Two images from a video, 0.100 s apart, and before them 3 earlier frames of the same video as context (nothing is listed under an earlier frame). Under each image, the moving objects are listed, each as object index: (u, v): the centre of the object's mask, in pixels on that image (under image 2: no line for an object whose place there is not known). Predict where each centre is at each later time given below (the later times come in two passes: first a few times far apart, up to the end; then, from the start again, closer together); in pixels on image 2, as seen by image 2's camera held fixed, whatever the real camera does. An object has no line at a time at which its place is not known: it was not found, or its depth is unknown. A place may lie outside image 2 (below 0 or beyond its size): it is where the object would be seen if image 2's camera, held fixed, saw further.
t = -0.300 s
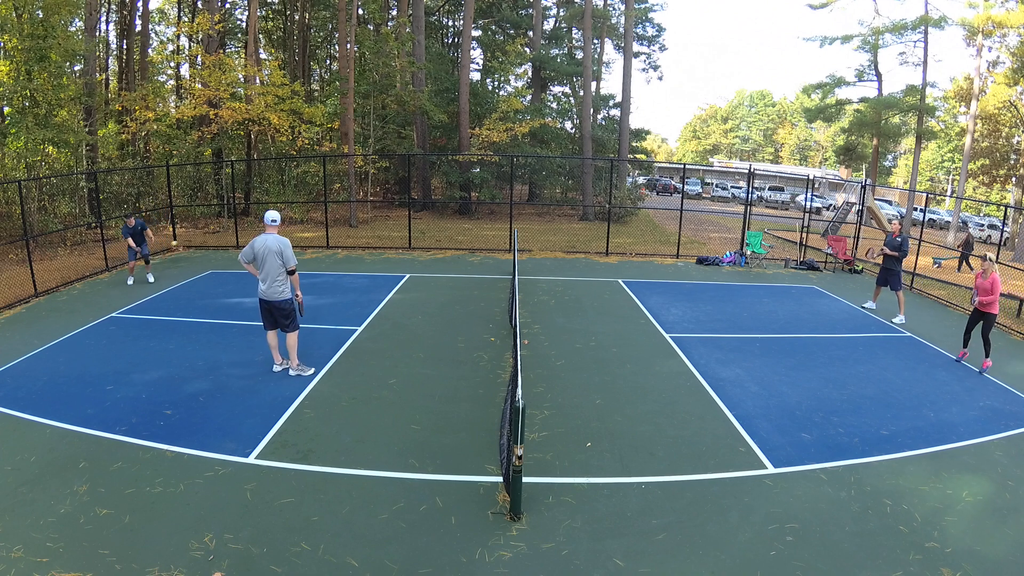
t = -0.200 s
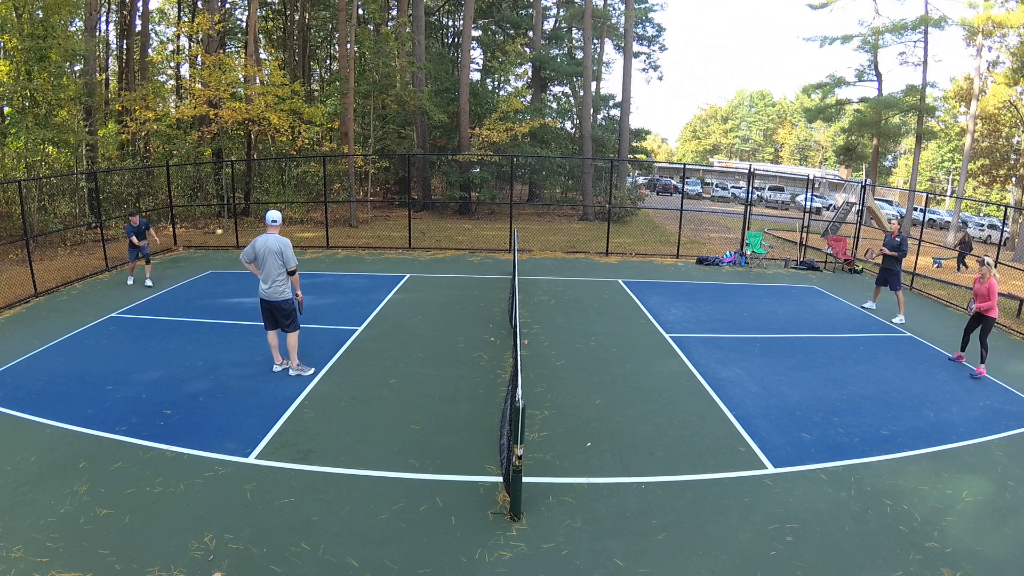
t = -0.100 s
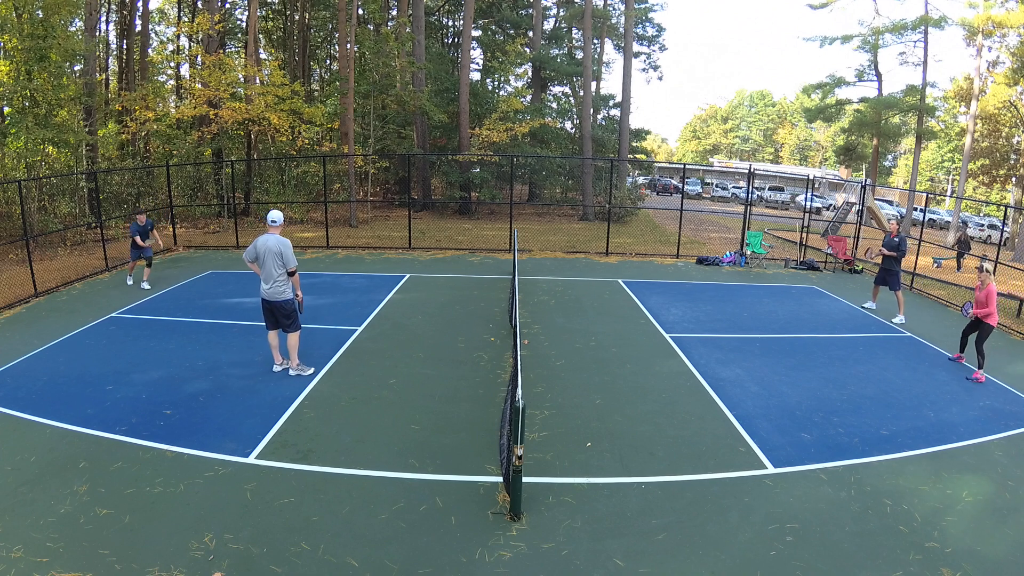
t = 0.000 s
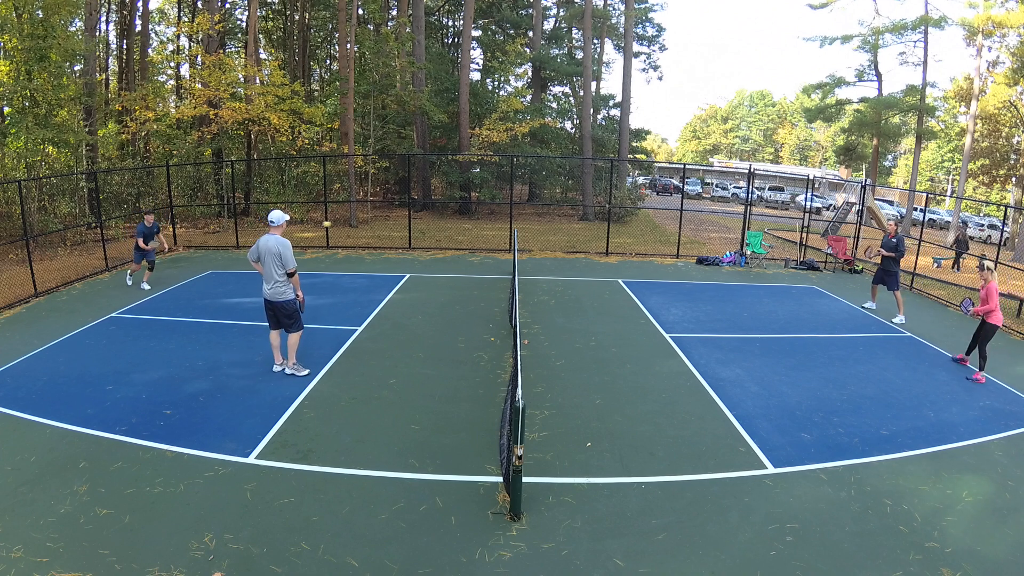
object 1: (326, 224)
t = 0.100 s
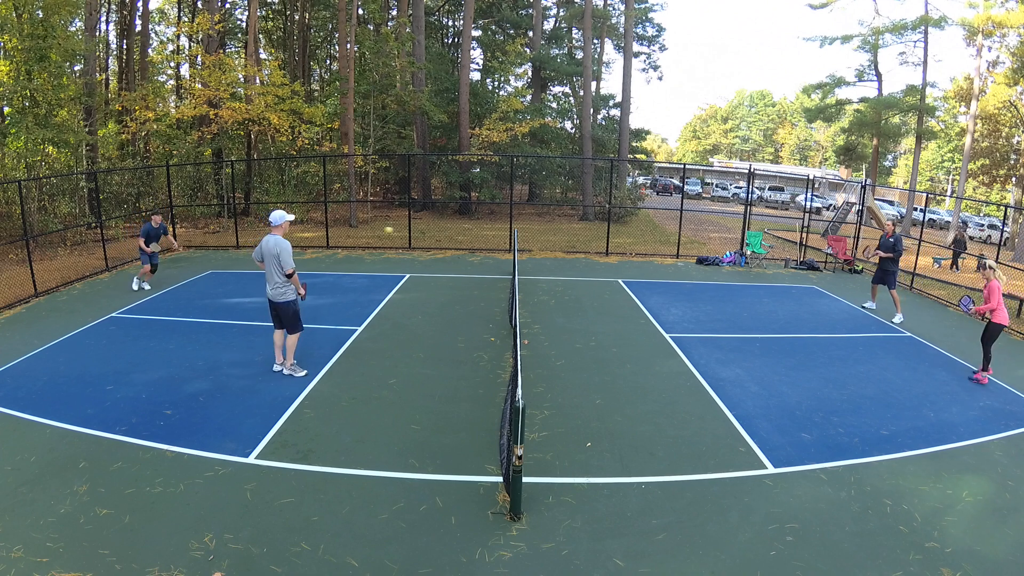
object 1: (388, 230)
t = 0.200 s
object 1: (455, 244)
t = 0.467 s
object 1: (637, 315)
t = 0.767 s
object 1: (779, 332)
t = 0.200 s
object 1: (455, 244)
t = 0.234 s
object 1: (477, 250)
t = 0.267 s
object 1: (501, 256)
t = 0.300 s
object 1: (524, 264)
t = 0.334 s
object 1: (547, 273)
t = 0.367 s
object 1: (570, 282)
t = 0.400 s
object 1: (593, 292)
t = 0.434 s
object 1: (615, 303)
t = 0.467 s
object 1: (637, 315)
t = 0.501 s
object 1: (659, 328)
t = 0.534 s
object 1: (679, 340)
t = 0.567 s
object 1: (699, 353)
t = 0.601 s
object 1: (714, 352)
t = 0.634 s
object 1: (728, 346)
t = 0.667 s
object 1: (742, 341)
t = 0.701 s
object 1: (754, 337)
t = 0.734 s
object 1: (767, 333)
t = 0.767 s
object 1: (779, 332)
